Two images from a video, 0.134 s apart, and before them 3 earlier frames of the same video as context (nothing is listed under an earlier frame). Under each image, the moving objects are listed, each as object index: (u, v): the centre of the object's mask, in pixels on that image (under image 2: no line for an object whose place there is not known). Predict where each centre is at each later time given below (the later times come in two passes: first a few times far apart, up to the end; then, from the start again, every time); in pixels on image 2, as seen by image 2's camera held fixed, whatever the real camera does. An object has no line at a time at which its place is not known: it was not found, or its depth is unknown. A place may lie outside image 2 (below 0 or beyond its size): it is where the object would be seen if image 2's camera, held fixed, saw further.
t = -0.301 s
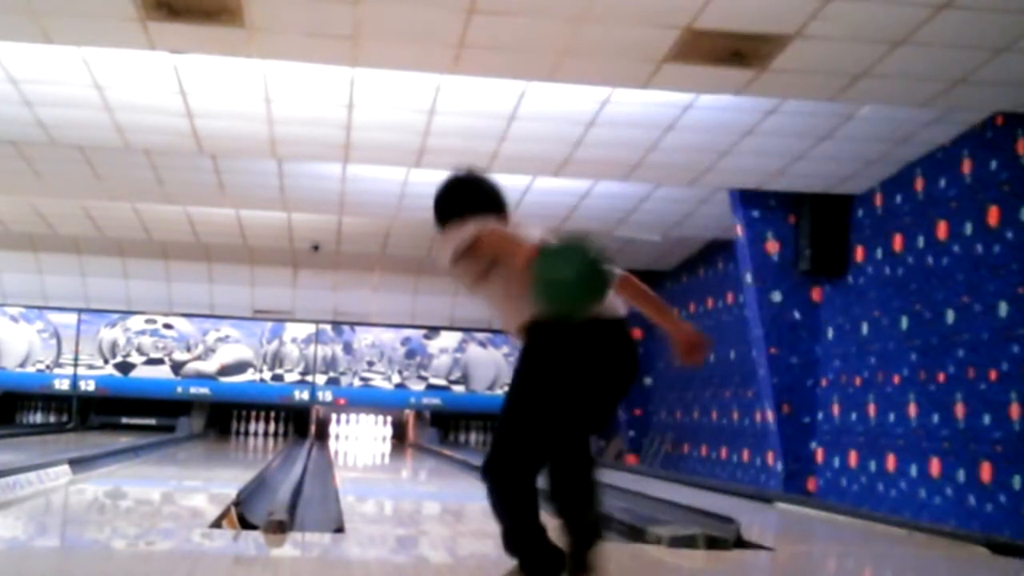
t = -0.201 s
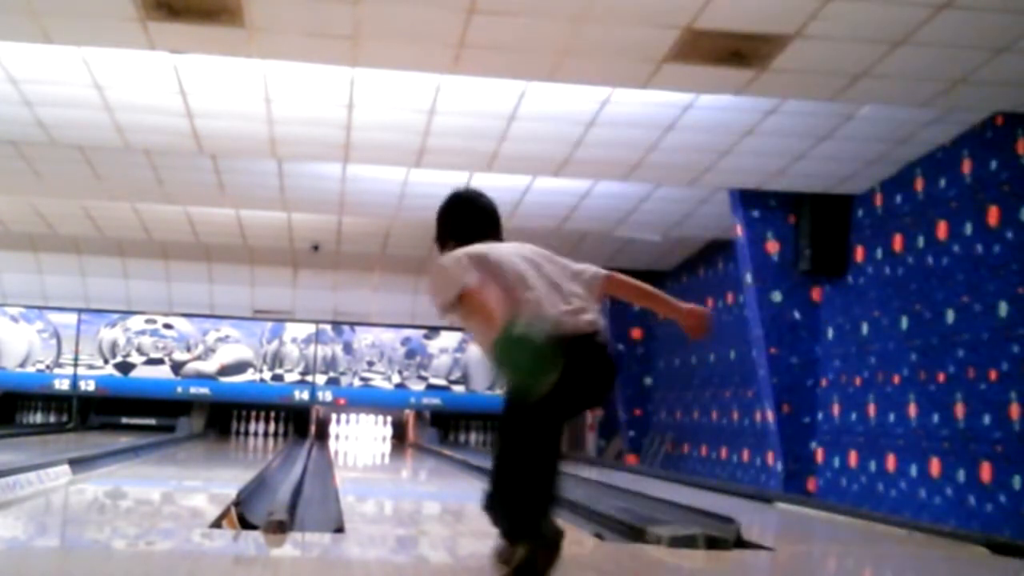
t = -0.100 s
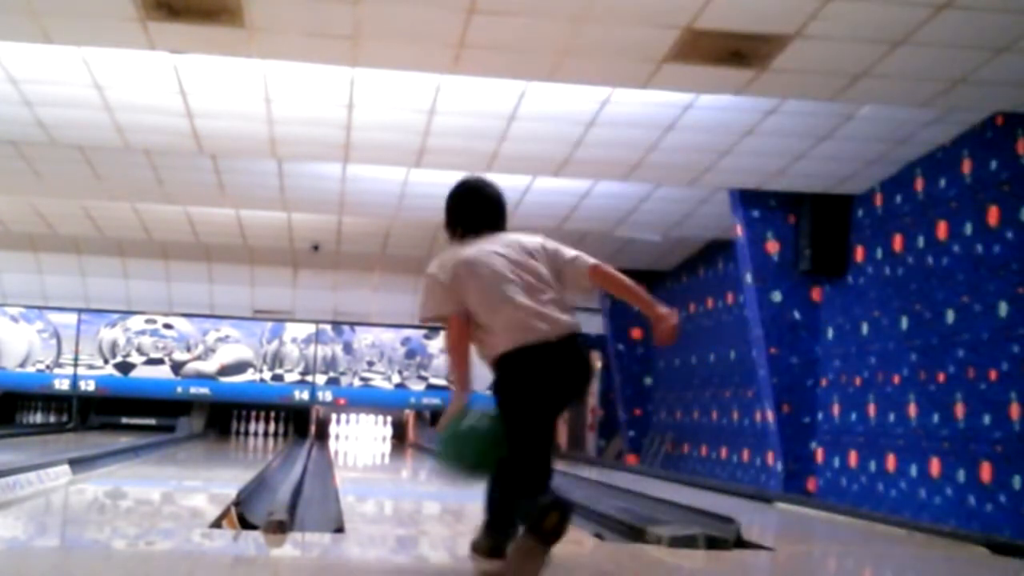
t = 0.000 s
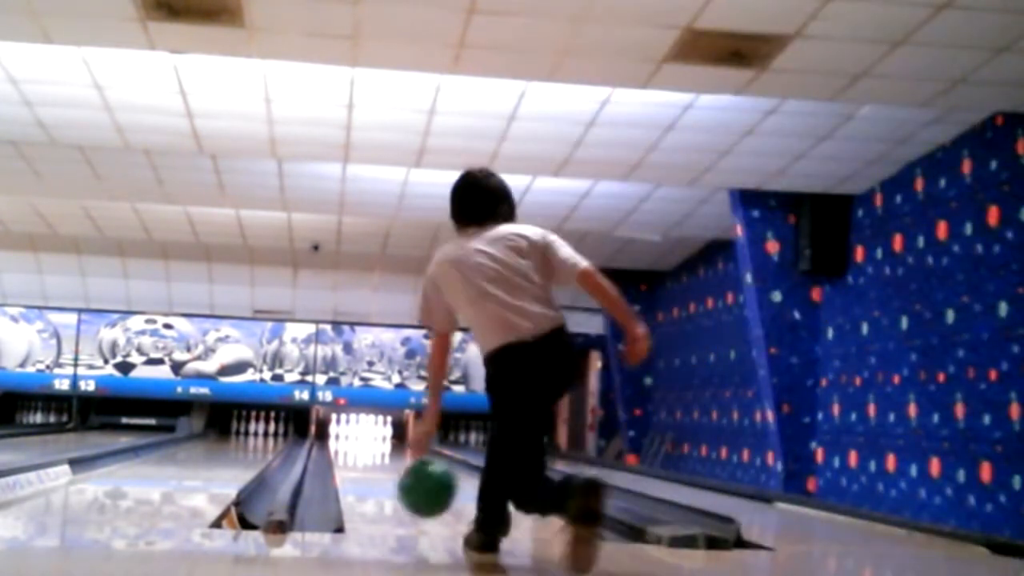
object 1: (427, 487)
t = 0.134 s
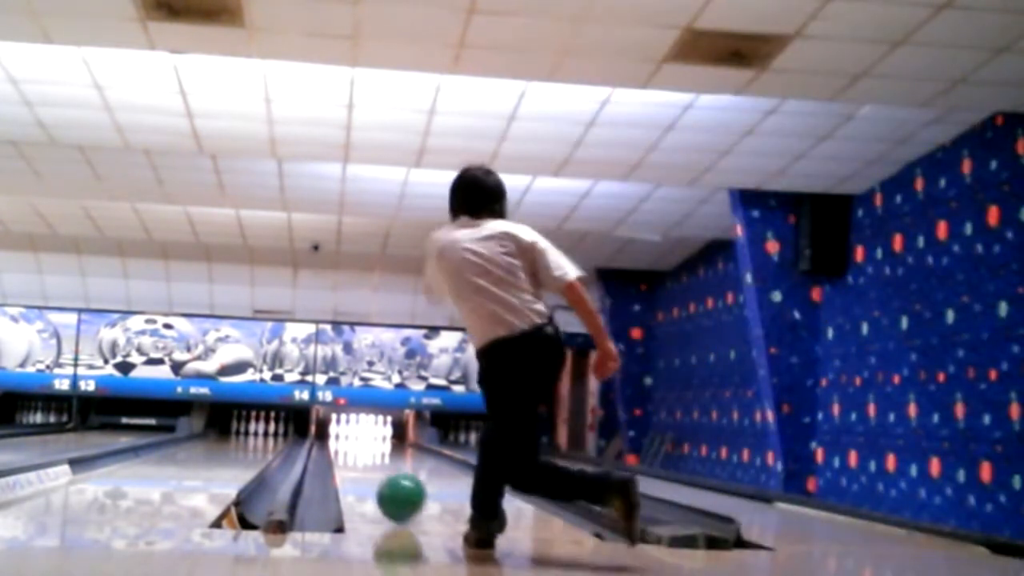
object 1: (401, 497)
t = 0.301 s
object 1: (381, 484)
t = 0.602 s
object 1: (359, 466)
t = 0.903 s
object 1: (346, 454)
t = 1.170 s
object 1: (341, 447)
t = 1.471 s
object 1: (338, 442)
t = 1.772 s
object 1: (336, 438)
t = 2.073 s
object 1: (336, 436)
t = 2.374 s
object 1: (339, 433)
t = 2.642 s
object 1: (340, 431)
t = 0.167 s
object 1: (396, 493)
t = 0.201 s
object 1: (392, 492)
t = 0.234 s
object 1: (388, 489)
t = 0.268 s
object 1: (385, 486)
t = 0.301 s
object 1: (381, 484)
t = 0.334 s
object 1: (378, 481)
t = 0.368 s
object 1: (375, 479)
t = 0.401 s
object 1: (372, 477)
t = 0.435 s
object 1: (370, 475)
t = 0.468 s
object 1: (367, 473)
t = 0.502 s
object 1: (366, 471)
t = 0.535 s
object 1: (363, 470)
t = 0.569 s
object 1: (361, 467)
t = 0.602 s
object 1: (359, 466)
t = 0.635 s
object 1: (358, 464)
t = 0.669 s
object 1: (356, 463)
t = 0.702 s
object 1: (354, 461)
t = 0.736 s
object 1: (353, 460)
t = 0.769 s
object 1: (352, 459)
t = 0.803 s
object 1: (351, 458)
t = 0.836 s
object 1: (350, 457)
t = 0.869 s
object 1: (347, 456)
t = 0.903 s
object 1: (346, 454)
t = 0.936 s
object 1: (346, 453)
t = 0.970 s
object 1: (345, 452)
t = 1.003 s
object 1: (345, 452)
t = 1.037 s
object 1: (344, 451)
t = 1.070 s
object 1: (344, 450)
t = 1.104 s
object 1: (343, 449)
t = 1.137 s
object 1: (342, 448)
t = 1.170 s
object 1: (341, 447)
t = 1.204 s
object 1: (340, 446)
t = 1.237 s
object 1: (340, 446)
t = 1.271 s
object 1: (339, 445)
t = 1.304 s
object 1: (339, 445)
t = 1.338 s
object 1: (339, 444)
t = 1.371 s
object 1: (338, 444)
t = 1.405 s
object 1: (339, 444)
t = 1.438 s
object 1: (339, 443)
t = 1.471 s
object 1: (338, 442)
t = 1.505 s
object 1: (337, 442)
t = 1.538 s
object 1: (337, 441)
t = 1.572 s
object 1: (337, 441)
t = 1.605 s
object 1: (337, 440)
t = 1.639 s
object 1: (337, 440)
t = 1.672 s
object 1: (336, 439)
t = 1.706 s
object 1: (336, 439)
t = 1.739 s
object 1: (336, 438)
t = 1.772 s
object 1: (336, 438)
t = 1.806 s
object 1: (336, 438)
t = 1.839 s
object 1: (336, 437)
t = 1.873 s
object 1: (335, 437)
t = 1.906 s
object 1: (335, 437)
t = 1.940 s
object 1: (335, 436)
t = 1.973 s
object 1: (335, 436)
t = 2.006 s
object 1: (335, 436)
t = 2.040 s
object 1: (335, 436)
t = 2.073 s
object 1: (336, 436)
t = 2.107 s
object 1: (336, 435)
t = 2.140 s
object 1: (336, 435)
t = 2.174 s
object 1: (336, 435)
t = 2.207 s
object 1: (337, 434)
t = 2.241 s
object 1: (337, 434)
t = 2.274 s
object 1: (337, 434)
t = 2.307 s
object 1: (338, 433)
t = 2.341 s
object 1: (338, 433)
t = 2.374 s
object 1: (339, 433)
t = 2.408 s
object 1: (339, 433)
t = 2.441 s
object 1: (339, 434)
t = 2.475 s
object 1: (339, 437)
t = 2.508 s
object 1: (338, 436)
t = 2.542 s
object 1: (338, 436)
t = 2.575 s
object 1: (340, 435)
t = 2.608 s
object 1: (340, 437)
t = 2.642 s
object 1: (340, 431)
